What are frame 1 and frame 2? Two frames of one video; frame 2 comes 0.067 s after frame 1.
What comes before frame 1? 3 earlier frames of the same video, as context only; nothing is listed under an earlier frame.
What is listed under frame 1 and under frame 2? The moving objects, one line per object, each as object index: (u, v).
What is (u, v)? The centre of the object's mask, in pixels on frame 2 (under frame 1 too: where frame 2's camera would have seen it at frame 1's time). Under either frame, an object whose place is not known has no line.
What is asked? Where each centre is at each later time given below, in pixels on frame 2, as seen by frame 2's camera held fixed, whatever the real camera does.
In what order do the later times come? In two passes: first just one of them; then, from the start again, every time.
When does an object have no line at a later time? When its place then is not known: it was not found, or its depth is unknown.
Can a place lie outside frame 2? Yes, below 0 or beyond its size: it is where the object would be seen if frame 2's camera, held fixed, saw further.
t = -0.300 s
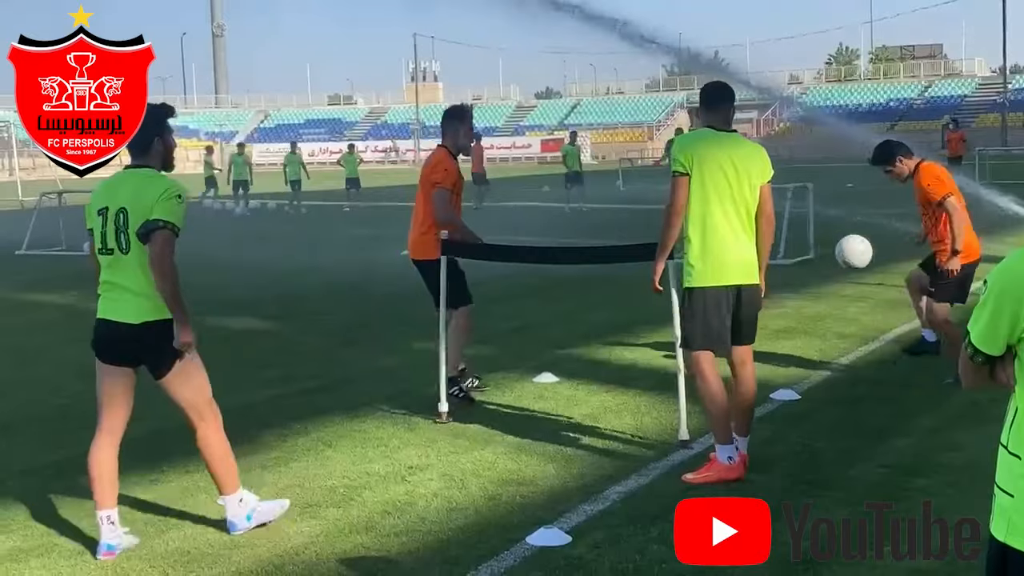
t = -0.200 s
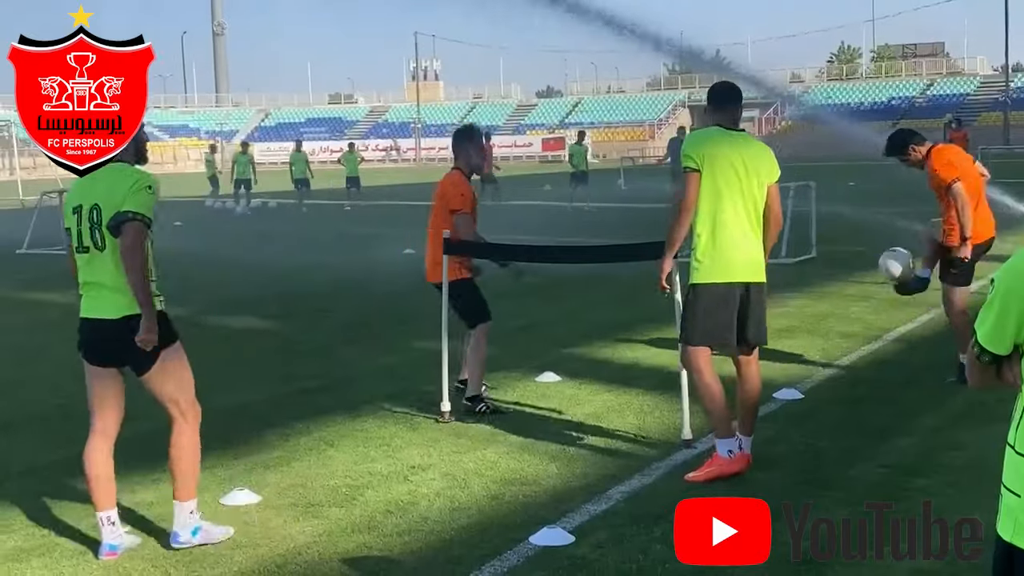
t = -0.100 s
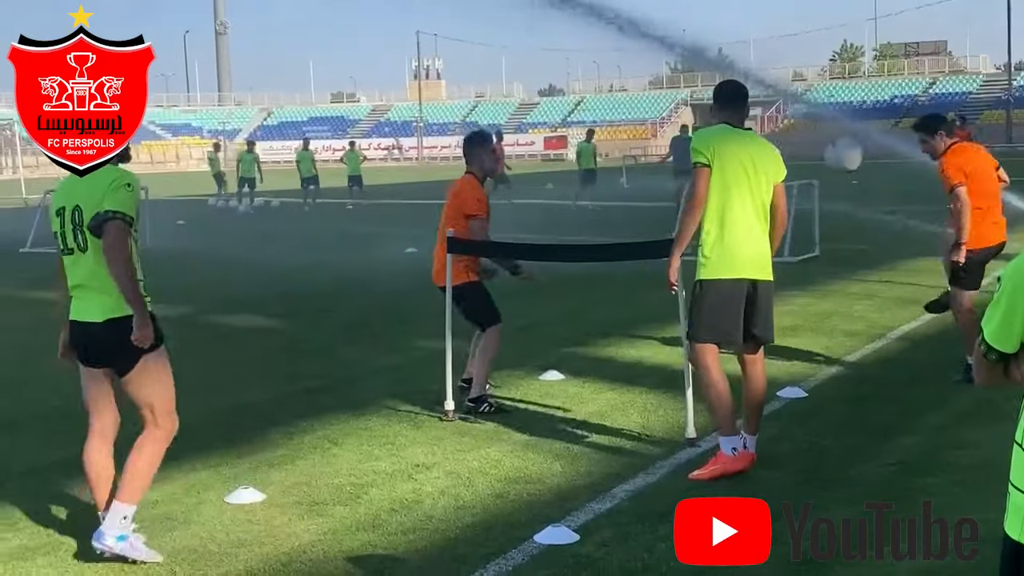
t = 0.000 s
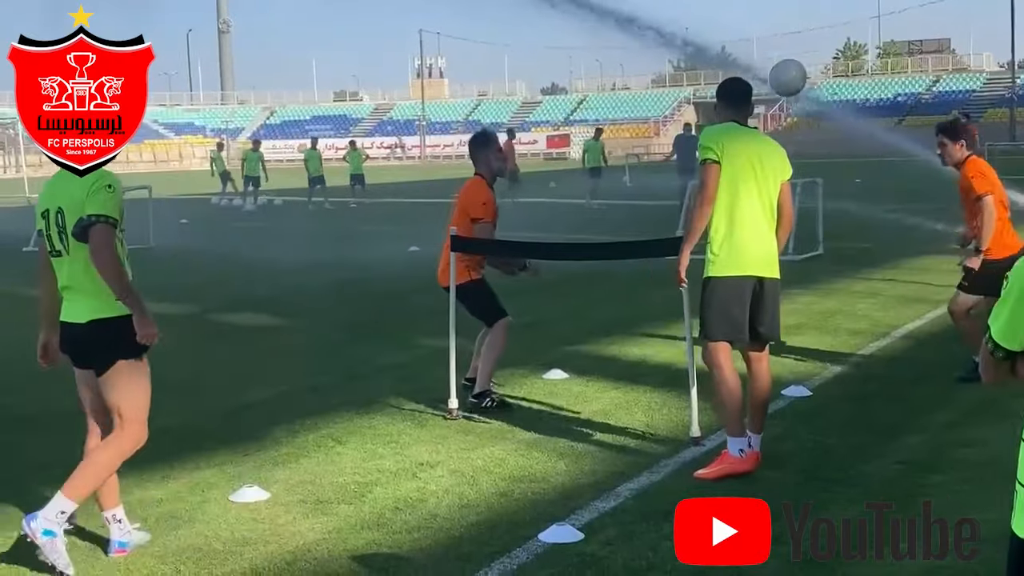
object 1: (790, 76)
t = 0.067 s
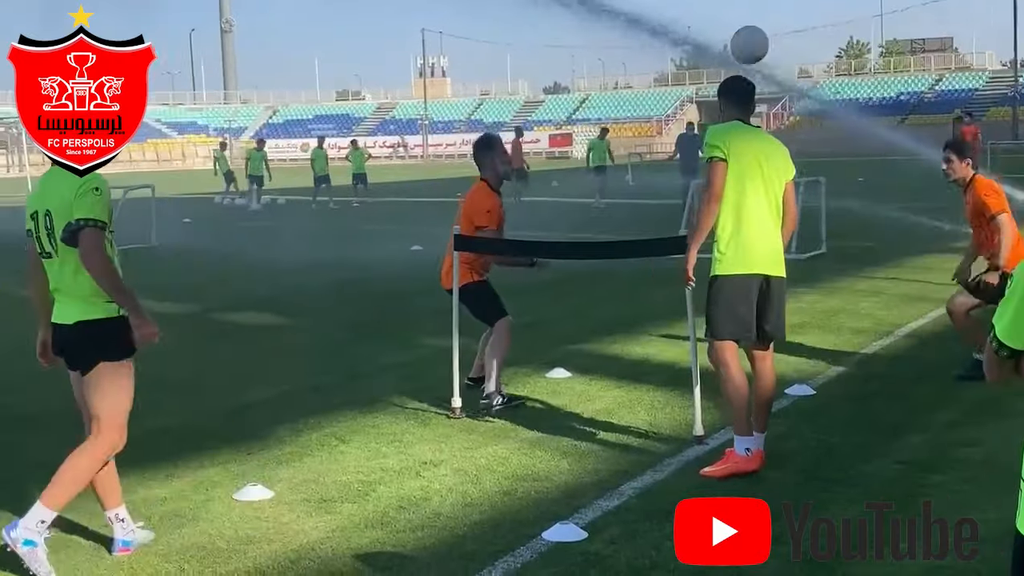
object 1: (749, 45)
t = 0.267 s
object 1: (618, 51)
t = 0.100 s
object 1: (728, 35)
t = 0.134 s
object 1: (706, 30)
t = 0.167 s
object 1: (685, 28)
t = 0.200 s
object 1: (663, 31)
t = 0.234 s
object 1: (640, 40)
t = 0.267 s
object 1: (618, 51)
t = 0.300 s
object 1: (596, 67)
